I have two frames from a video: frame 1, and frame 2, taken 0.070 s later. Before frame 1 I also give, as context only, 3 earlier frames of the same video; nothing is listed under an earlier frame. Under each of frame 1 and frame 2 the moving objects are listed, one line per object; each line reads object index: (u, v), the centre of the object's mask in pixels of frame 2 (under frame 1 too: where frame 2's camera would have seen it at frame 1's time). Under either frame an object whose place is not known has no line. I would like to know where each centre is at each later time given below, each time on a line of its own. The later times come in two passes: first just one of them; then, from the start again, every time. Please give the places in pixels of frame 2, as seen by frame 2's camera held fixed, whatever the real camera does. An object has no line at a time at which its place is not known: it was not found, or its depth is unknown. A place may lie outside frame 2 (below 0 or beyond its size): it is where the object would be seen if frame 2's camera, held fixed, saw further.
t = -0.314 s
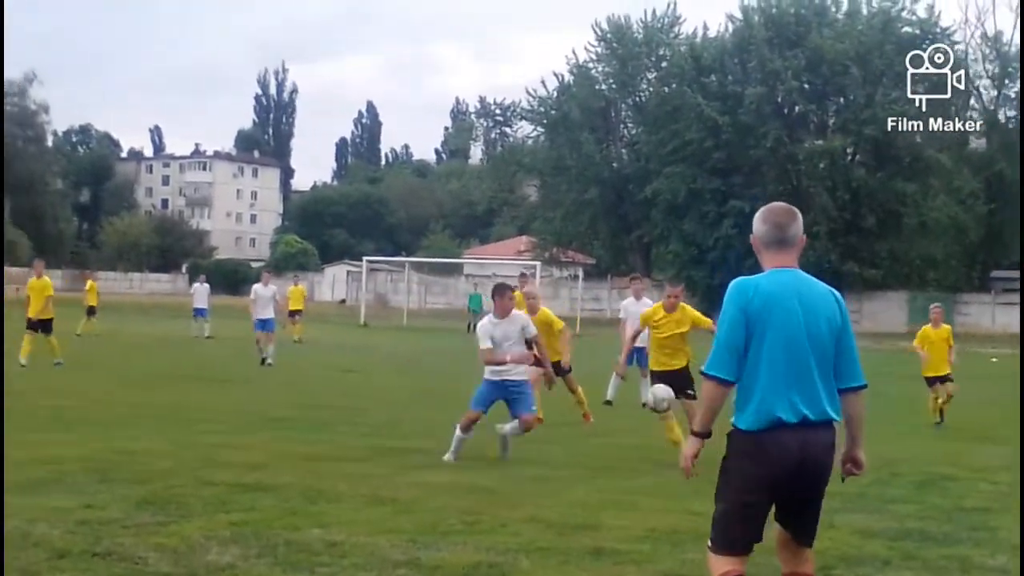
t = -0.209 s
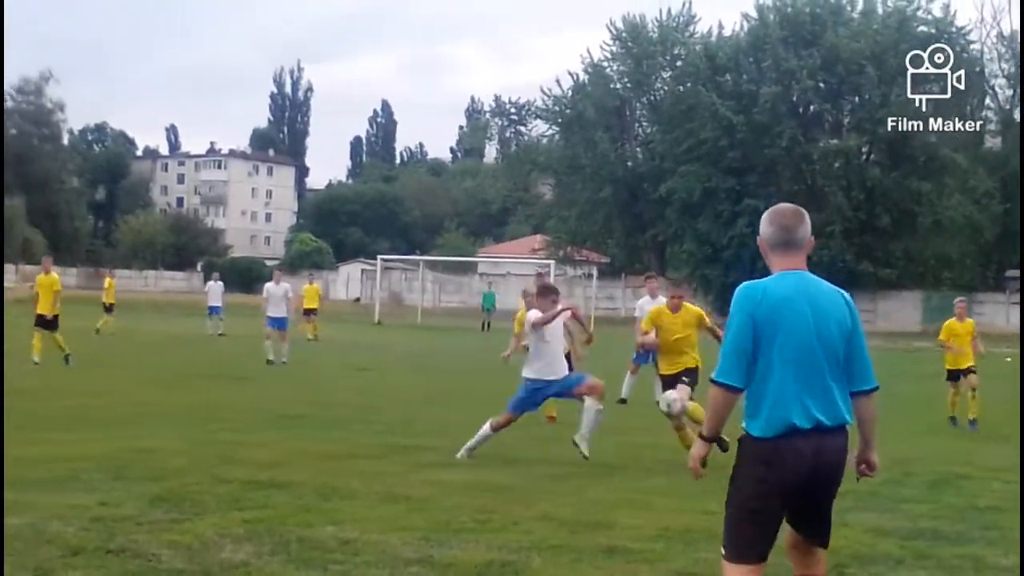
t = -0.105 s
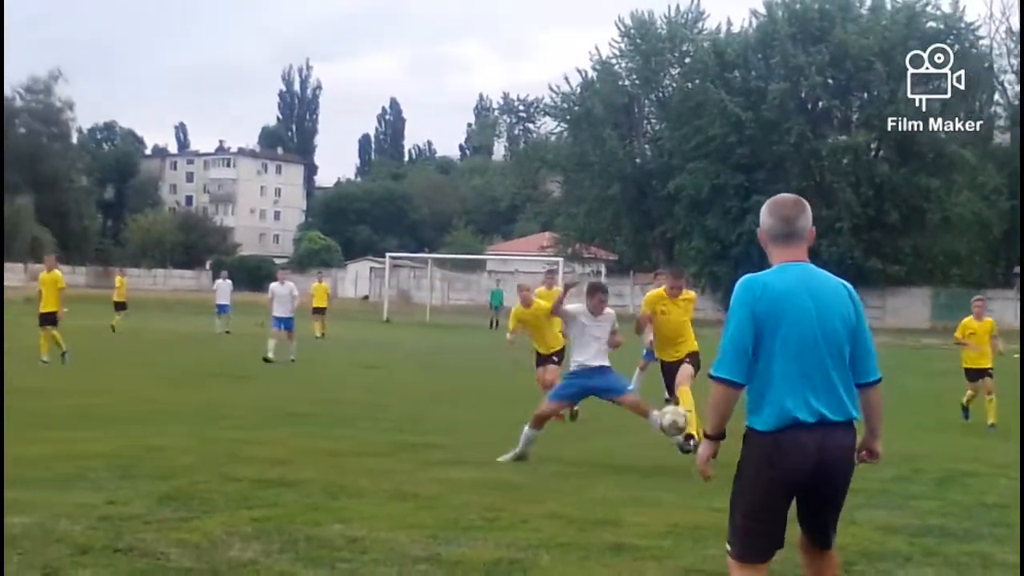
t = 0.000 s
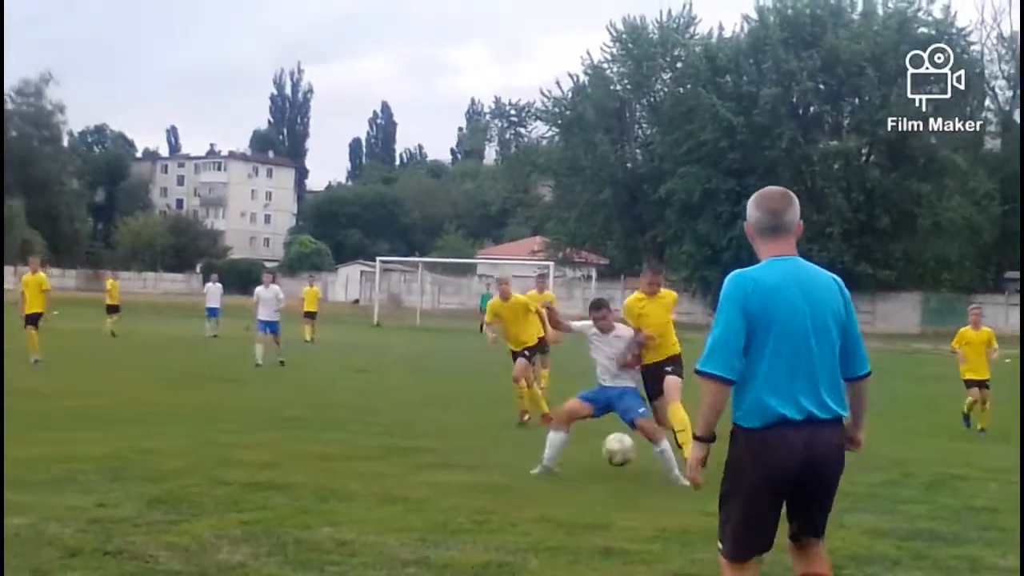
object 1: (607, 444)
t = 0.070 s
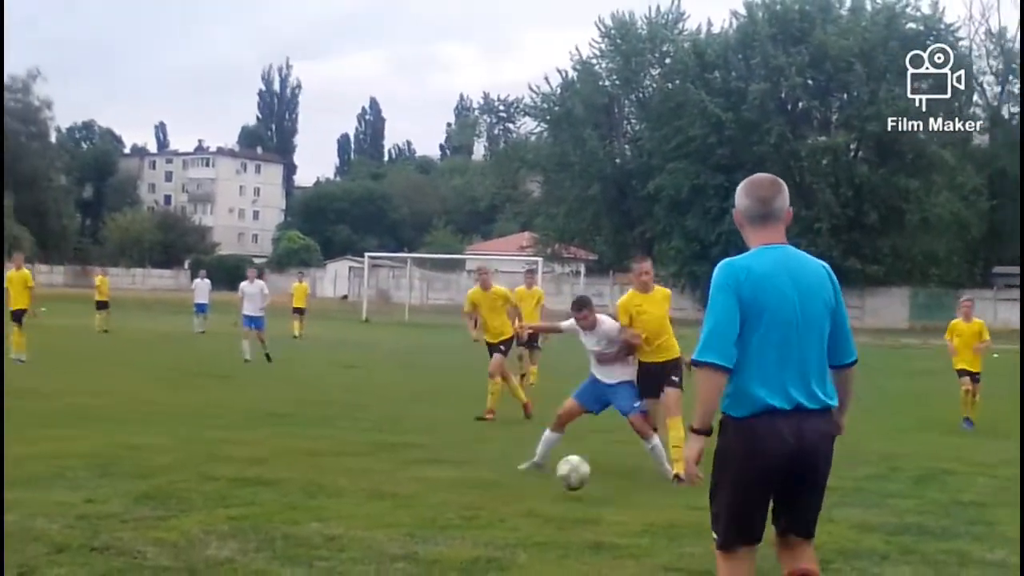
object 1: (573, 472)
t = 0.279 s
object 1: (502, 454)
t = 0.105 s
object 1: (555, 490)
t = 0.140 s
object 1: (543, 490)
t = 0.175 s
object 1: (533, 479)
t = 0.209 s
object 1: (523, 468)
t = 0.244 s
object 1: (513, 460)
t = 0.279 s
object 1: (502, 454)
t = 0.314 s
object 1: (491, 450)
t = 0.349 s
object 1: (479, 448)
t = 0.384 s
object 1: (466, 448)
